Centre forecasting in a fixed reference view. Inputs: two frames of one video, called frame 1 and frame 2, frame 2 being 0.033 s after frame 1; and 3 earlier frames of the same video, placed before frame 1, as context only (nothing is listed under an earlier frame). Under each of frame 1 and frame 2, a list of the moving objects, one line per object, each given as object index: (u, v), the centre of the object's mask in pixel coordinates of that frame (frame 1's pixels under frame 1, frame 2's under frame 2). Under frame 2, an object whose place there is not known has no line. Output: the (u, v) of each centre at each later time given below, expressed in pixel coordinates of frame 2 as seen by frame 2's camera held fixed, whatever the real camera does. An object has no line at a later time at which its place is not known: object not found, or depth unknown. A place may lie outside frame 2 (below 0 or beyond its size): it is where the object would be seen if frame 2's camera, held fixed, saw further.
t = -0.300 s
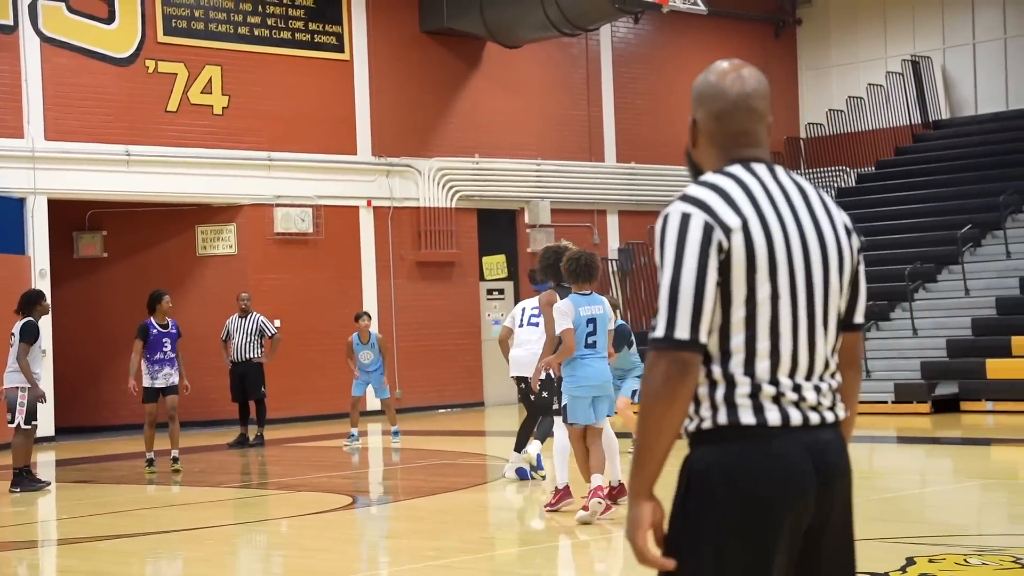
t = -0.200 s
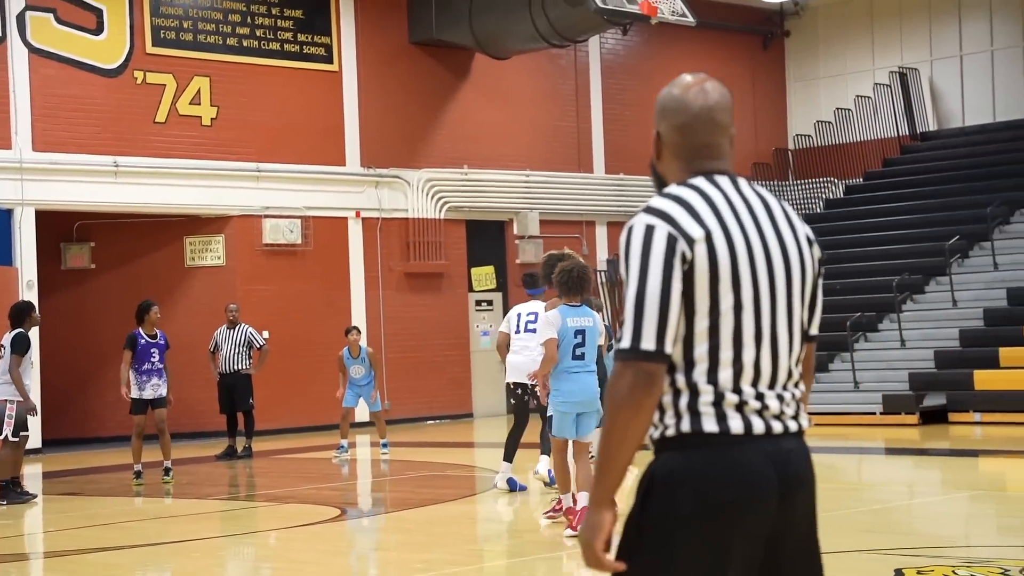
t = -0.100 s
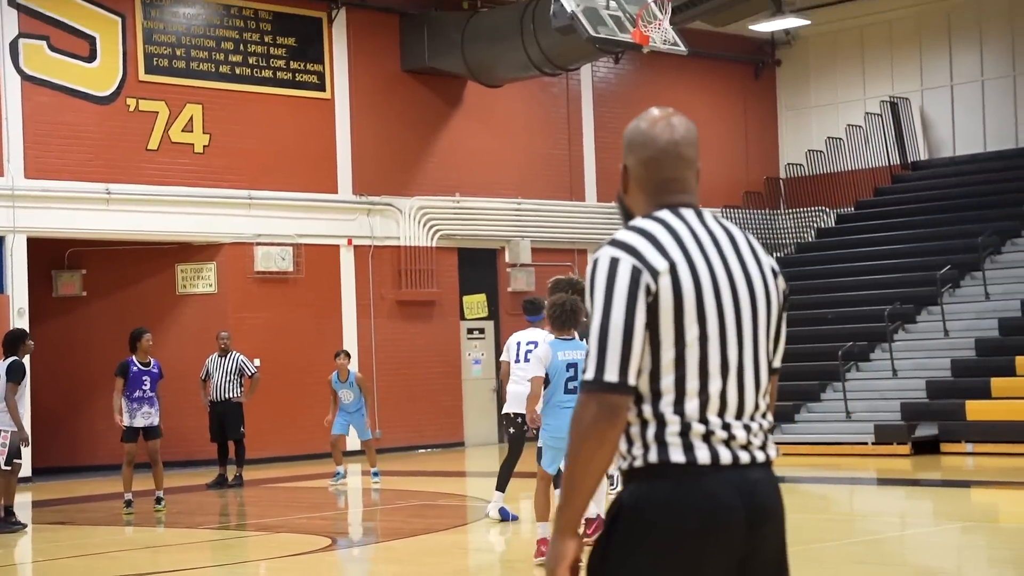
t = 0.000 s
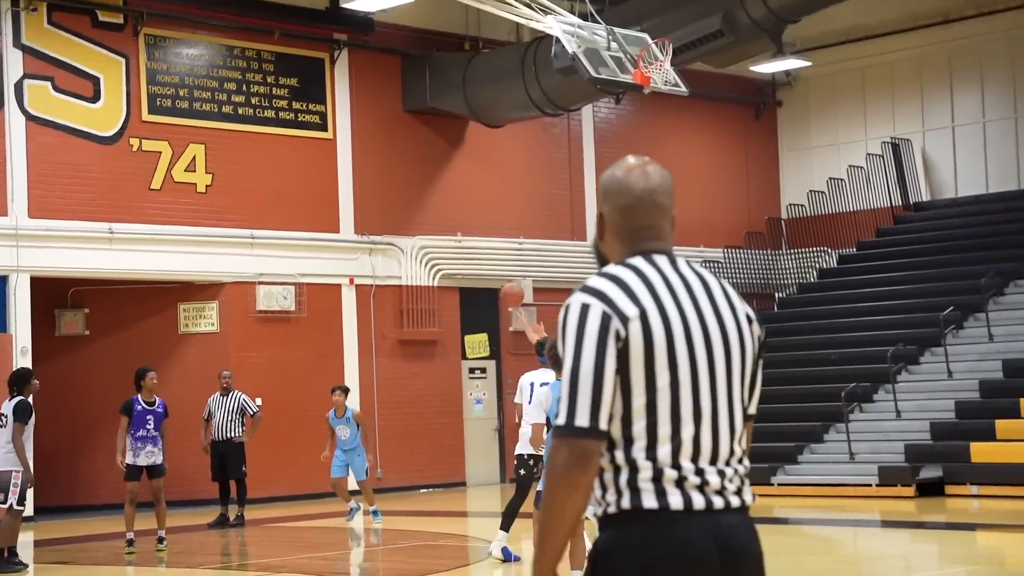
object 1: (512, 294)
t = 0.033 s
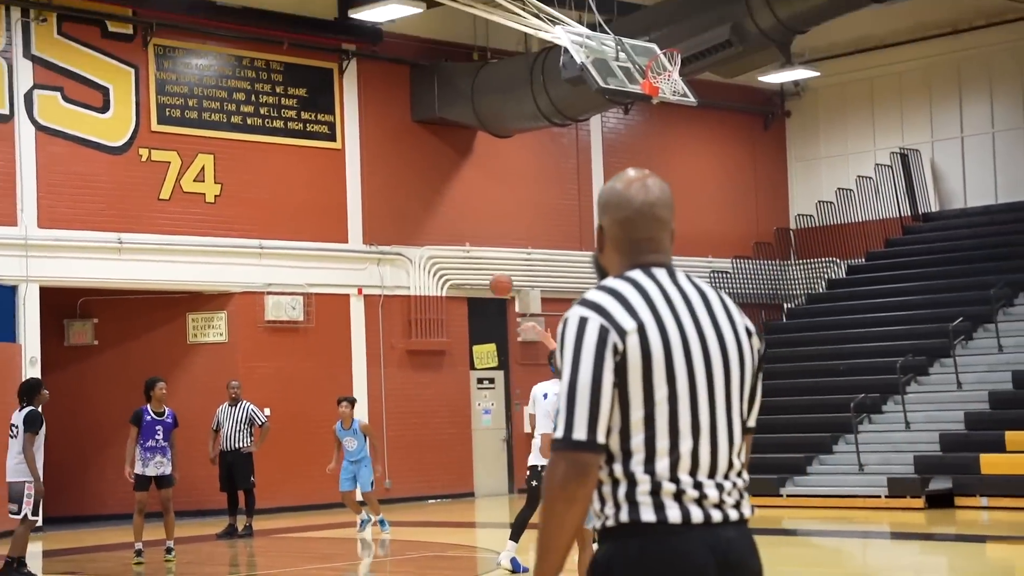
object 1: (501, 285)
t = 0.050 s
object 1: (492, 275)
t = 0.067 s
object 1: (482, 266)
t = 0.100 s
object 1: (463, 247)
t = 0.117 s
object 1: (454, 239)
